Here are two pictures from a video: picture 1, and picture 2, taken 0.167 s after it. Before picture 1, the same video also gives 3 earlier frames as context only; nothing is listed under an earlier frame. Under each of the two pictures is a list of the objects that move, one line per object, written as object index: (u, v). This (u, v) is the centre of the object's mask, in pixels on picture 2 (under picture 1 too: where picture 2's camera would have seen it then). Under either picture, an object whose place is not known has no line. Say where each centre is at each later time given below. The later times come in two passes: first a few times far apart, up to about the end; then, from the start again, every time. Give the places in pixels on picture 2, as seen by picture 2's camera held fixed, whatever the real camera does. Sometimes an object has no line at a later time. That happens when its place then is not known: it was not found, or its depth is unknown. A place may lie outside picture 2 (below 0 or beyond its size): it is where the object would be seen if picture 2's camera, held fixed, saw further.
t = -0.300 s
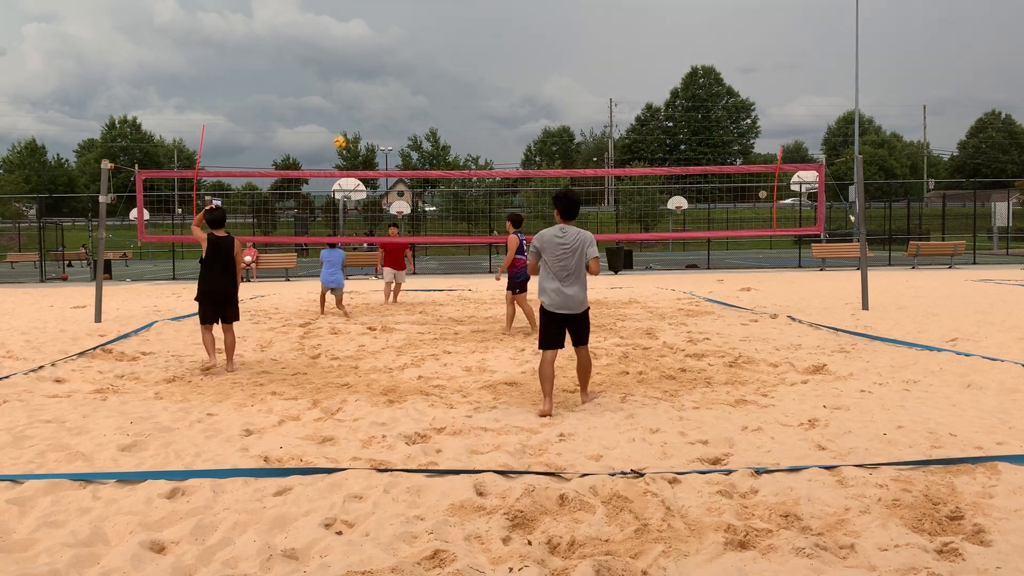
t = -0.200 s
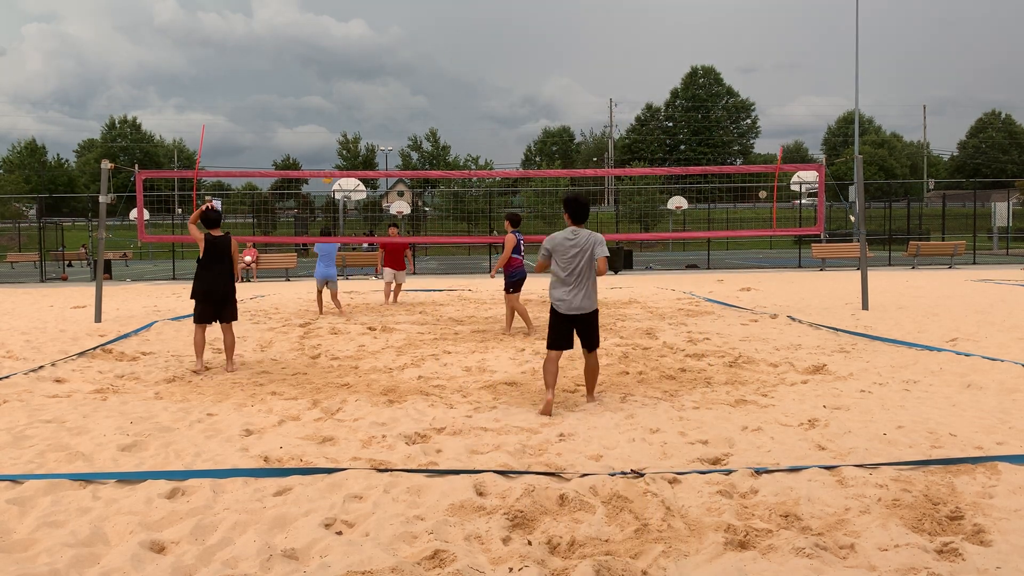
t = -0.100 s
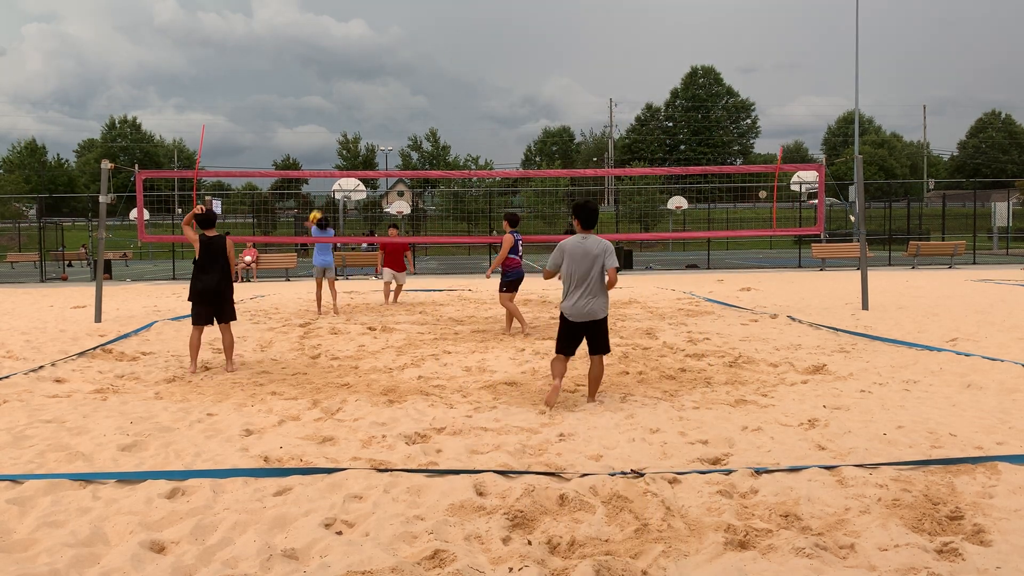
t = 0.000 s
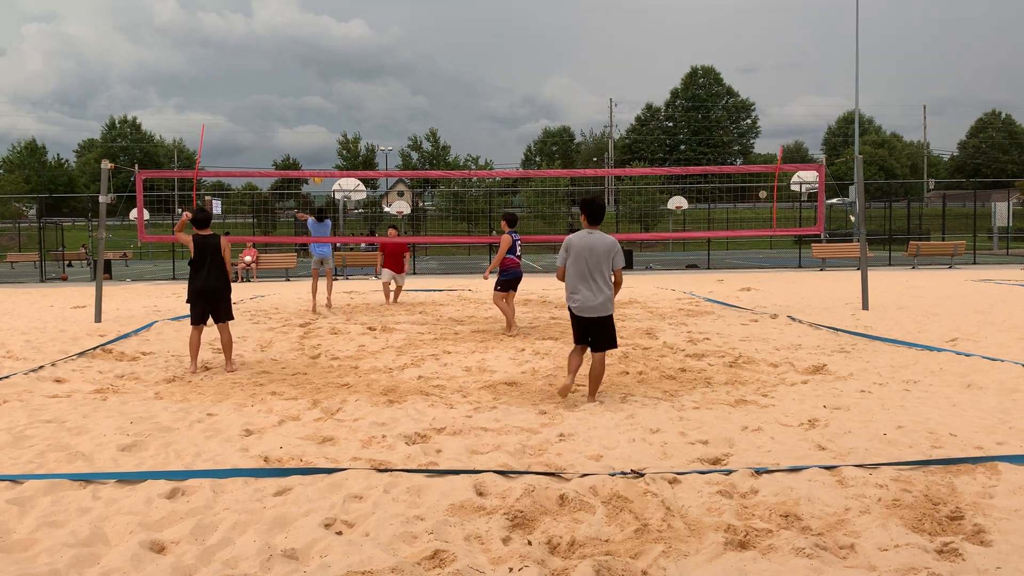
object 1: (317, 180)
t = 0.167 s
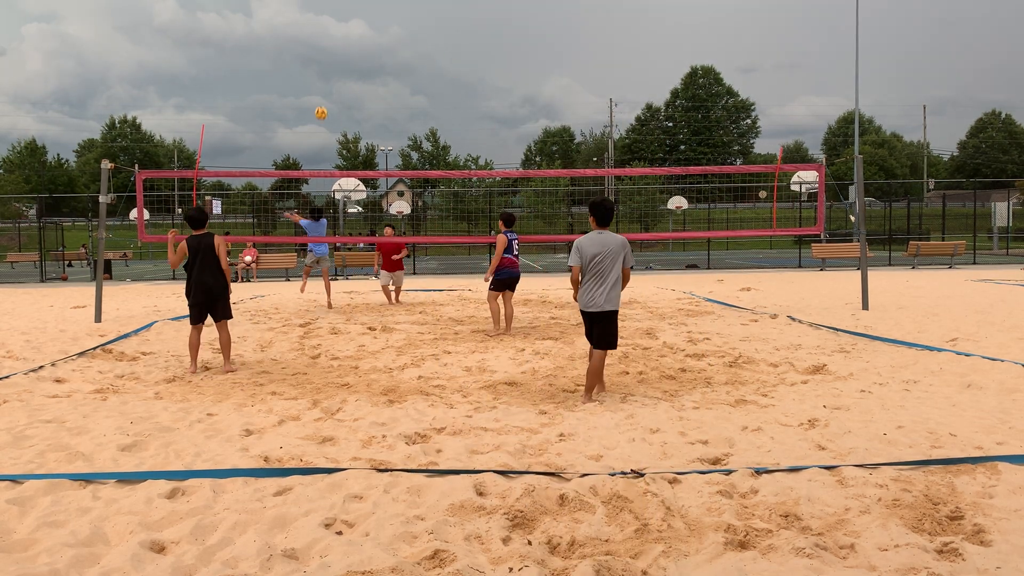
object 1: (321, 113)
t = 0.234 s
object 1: (322, 92)
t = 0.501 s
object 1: (330, 34)
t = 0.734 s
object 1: (337, 17)
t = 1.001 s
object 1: (345, 36)
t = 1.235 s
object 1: (353, 85)
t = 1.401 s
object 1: (358, 138)
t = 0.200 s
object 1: (322, 102)
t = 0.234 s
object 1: (322, 92)
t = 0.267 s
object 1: (323, 82)
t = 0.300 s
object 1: (324, 74)
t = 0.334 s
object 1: (325, 66)
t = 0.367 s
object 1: (326, 58)
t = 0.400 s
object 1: (327, 51)
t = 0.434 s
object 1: (328, 45)
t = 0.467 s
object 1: (329, 39)
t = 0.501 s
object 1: (330, 34)
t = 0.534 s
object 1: (331, 30)
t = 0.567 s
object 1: (332, 26)
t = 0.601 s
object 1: (333, 23)
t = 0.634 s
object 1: (335, 21)
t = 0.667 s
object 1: (335, 19)
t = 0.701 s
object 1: (336, 17)
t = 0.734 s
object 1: (337, 17)
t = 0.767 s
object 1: (338, 18)
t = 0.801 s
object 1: (340, 18)
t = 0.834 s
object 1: (340, 19)
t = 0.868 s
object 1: (341, 21)
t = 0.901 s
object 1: (342, 24)
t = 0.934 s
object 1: (344, 27)
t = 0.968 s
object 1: (344, 31)
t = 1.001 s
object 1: (345, 36)
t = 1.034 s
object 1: (347, 41)
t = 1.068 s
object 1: (348, 47)
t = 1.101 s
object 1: (349, 53)
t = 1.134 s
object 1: (350, 60)
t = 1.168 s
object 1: (351, 68)
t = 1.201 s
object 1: (352, 76)
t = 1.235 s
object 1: (353, 85)
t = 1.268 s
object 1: (354, 95)
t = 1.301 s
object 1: (355, 104)
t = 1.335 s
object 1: (356, 115)
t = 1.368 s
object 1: (357, 126)
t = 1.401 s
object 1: (358, 138)
